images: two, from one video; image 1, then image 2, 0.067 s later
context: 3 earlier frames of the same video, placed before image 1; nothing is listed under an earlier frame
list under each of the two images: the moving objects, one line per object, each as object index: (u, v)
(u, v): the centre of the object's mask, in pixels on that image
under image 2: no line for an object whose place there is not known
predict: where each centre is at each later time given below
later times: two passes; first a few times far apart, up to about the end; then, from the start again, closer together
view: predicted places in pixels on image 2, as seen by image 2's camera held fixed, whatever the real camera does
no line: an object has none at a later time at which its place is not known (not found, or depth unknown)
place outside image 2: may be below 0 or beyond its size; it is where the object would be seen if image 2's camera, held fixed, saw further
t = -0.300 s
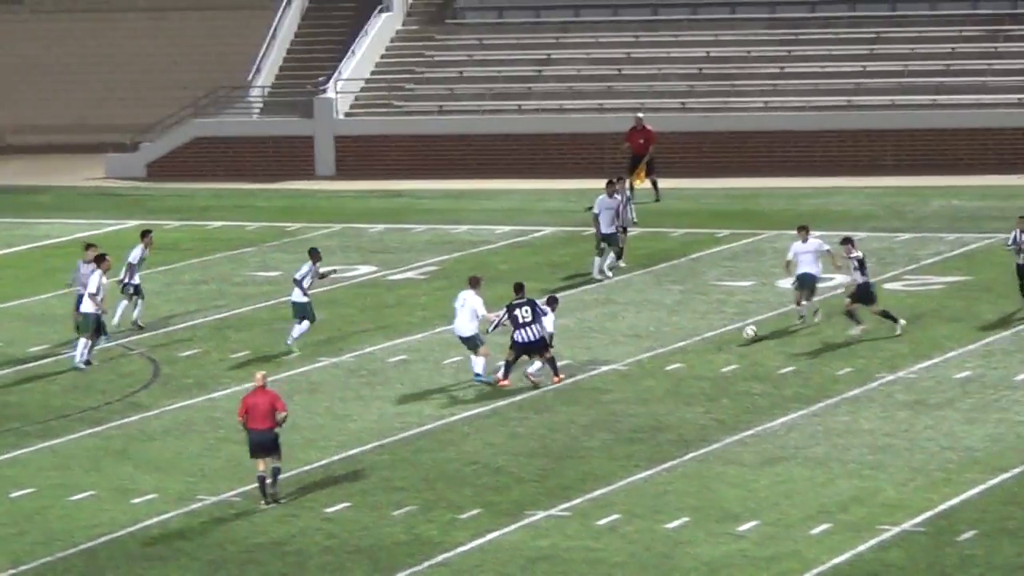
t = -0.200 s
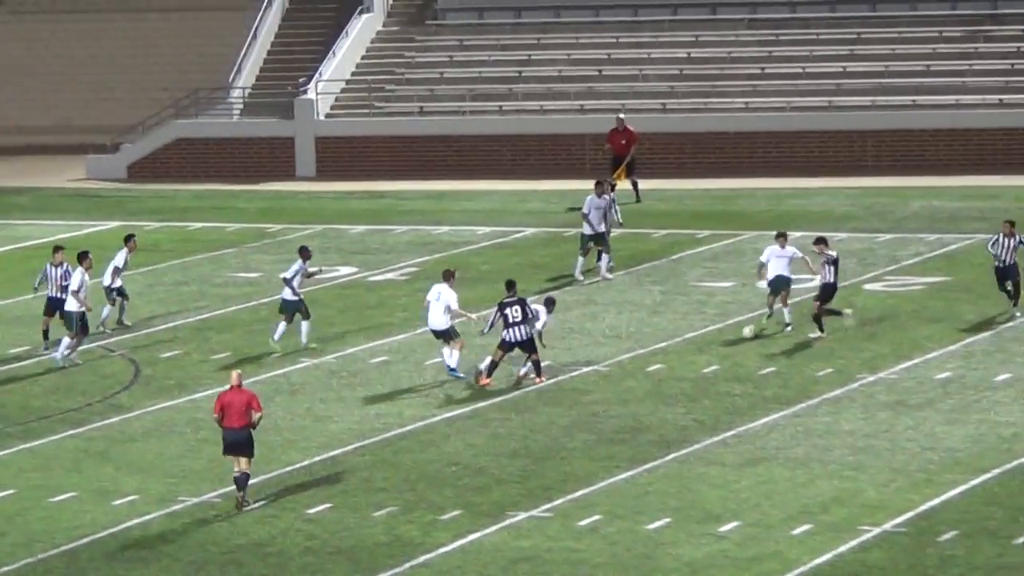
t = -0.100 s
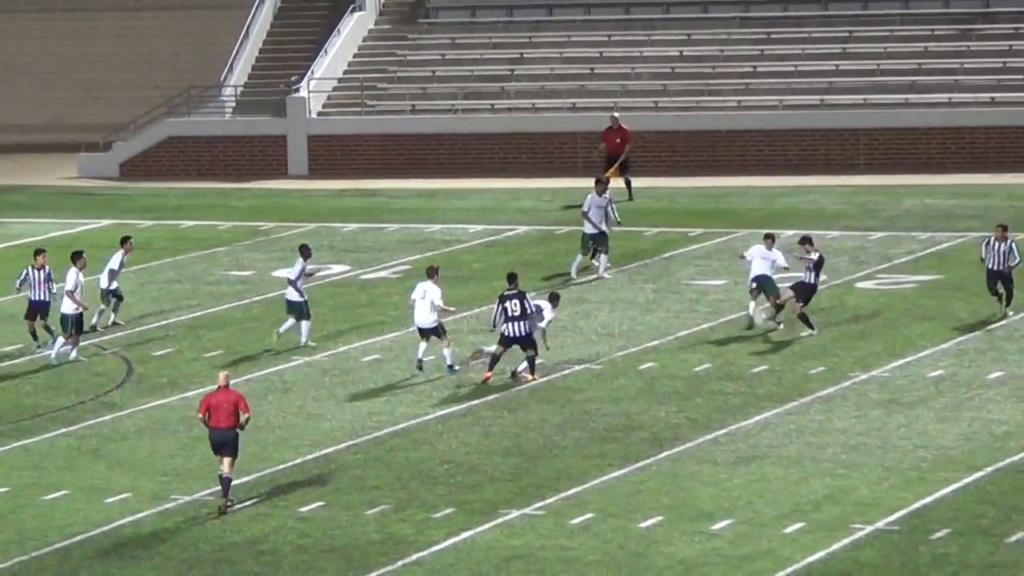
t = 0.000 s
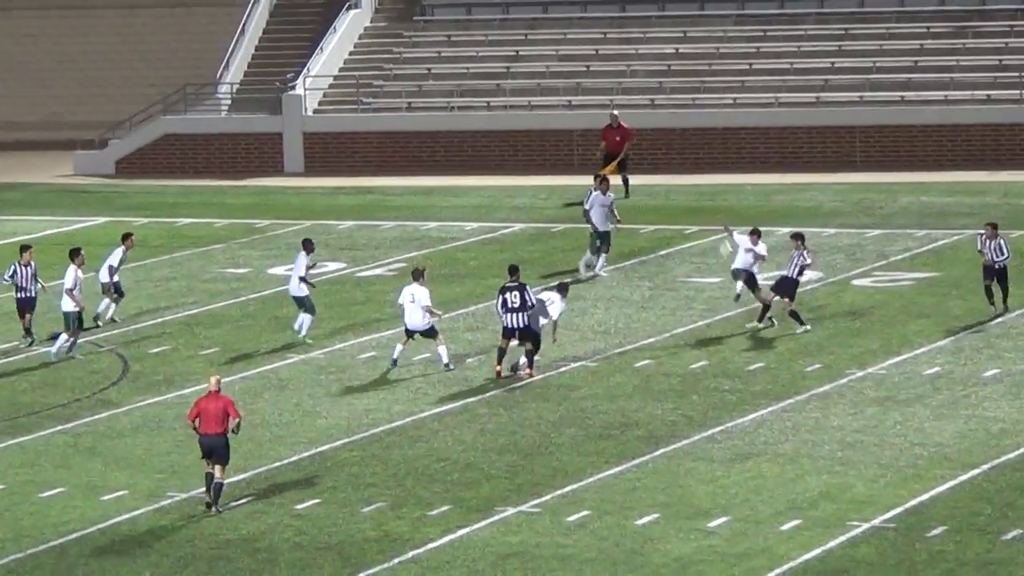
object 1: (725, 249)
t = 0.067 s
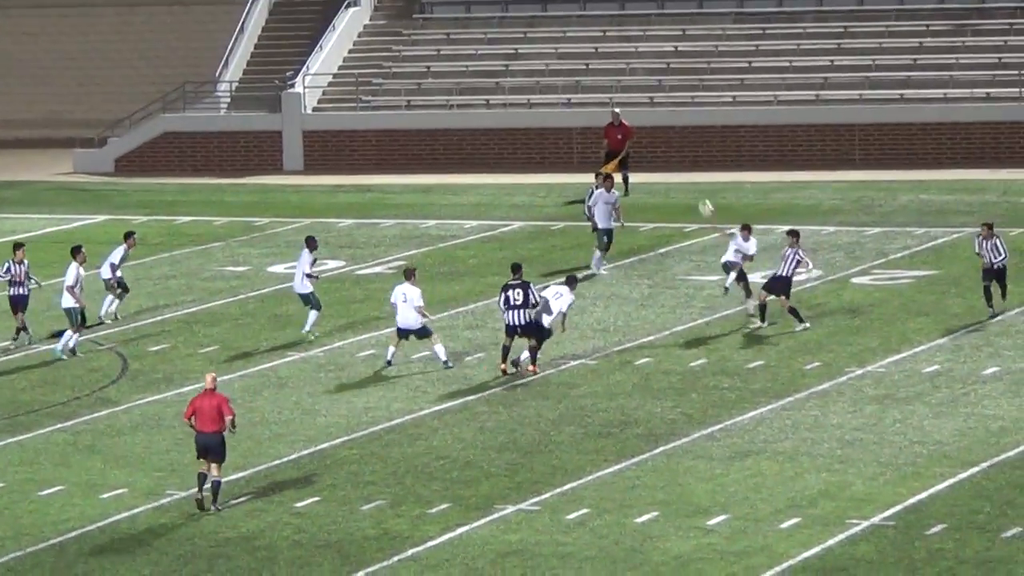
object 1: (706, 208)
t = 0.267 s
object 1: (655, 107)
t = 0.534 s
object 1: (596, 15)
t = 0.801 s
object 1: (544, -32)
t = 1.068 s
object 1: (494, -33)
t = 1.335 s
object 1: (445, 13)
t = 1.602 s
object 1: (400, 105)
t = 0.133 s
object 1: (688, 171)
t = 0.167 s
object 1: (680, 155)
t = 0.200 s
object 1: (671, 138)
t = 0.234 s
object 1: (663, 122)
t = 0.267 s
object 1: (655, 107)
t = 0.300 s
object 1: (648, 94)
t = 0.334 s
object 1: (639, 80)
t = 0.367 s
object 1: (632, 68)
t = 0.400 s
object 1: (625, 56)
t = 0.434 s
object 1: (617, 44)
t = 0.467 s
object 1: (609, 34)
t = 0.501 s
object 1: (603, 24)
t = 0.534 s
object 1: (596, 15)
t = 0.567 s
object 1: (590, 7)
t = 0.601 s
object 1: (583, -1)
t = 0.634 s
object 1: (576, -8)
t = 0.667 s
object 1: (570, -14)
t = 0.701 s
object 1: (563, -19)
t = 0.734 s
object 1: (557, -24)
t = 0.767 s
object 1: (550, -29)
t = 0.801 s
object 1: (544, -32)
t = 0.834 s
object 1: (537, -35)
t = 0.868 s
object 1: (531, -37)
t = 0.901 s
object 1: (524, -38)
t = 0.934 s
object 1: (518, -39)
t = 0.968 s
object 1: (512, -39)
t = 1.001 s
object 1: (506, -37)
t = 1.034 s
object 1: (500, -36)
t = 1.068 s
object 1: (494, -33)
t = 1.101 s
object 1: (486, -29)
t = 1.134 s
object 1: (482, -26)
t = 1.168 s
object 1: (475, -21)
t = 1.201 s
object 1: (469, -15)
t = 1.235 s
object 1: (462, -10)
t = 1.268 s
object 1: (456, -2)
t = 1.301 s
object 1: (451, 5)
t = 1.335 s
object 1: (445, 13)
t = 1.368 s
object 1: (439, 23)
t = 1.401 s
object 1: (433, 32)
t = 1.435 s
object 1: (428, 43)
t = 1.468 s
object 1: (421, 54)
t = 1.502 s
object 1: (416, 66)
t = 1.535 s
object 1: (411, 78)
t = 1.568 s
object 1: (405, 92)
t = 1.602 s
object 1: (400, 105)
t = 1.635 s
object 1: (394, 121)
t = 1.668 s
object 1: (388, 136)
